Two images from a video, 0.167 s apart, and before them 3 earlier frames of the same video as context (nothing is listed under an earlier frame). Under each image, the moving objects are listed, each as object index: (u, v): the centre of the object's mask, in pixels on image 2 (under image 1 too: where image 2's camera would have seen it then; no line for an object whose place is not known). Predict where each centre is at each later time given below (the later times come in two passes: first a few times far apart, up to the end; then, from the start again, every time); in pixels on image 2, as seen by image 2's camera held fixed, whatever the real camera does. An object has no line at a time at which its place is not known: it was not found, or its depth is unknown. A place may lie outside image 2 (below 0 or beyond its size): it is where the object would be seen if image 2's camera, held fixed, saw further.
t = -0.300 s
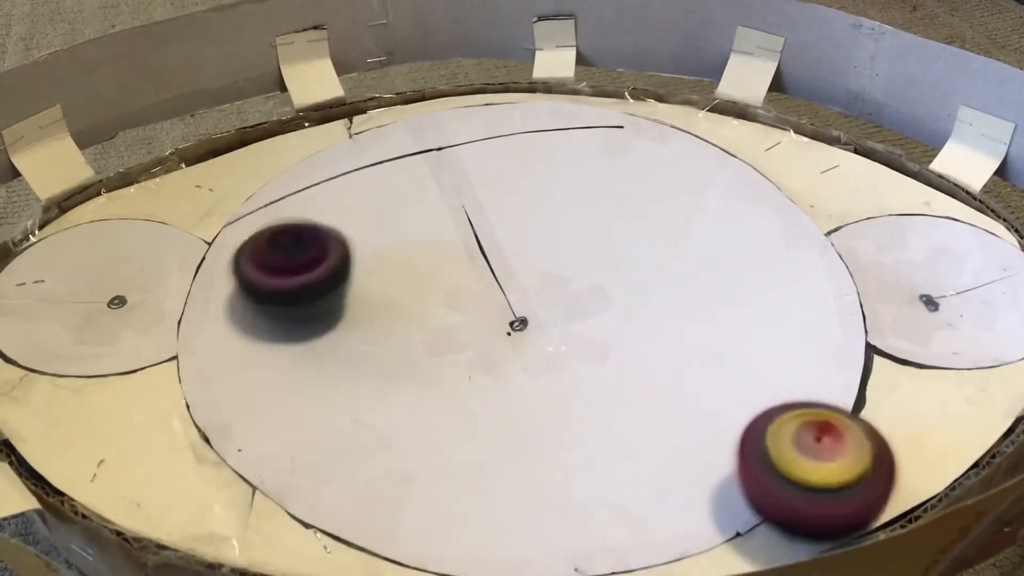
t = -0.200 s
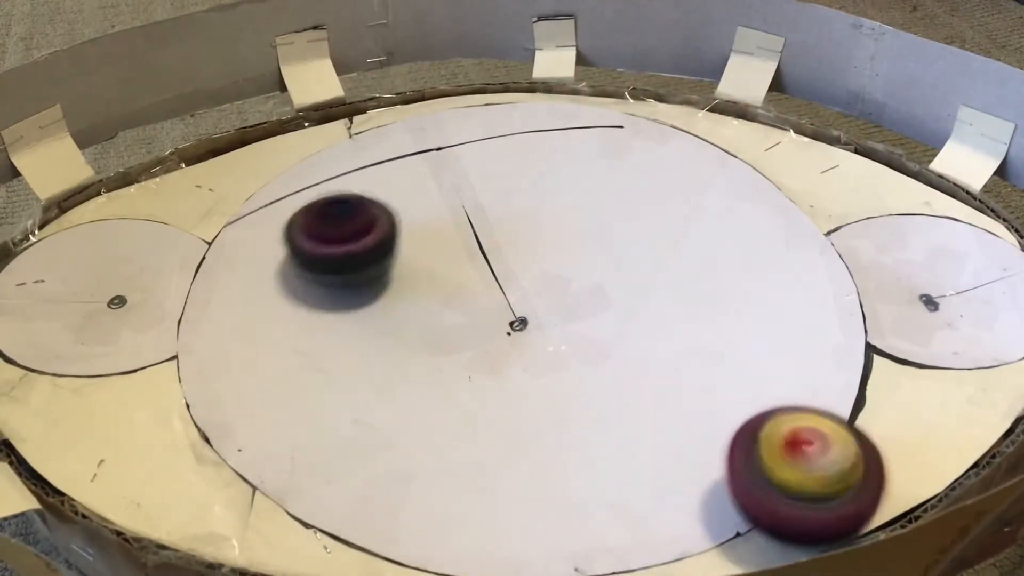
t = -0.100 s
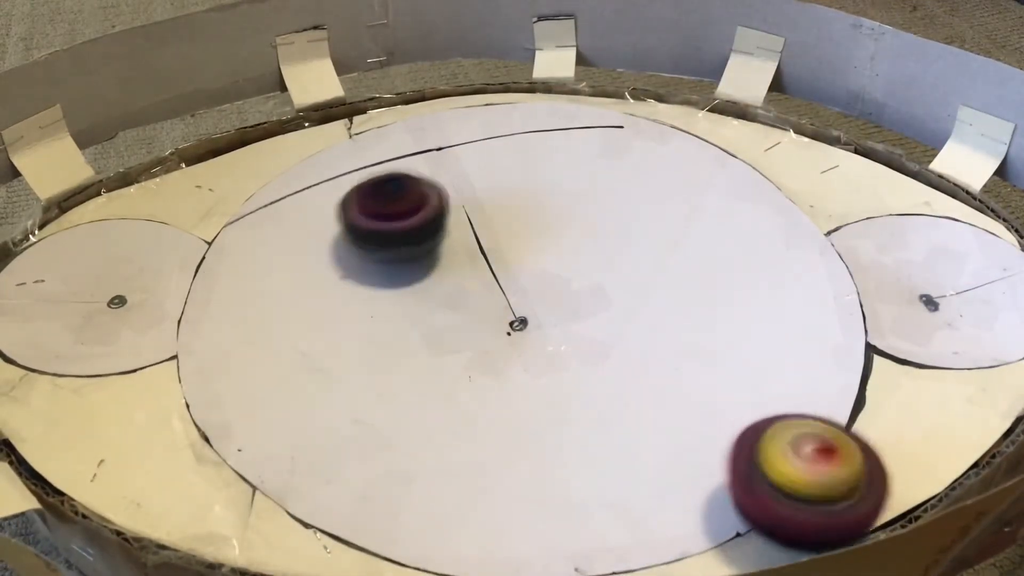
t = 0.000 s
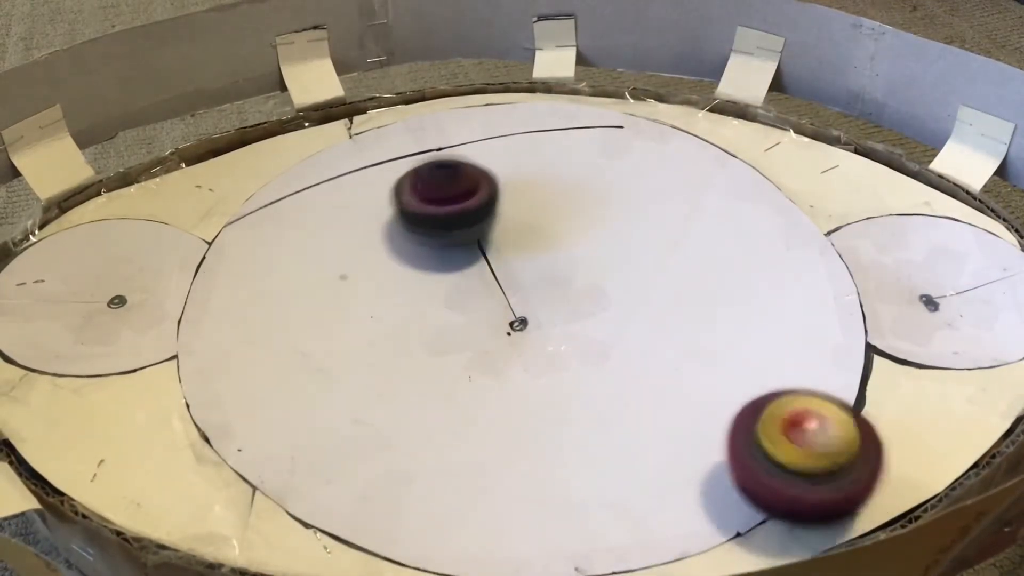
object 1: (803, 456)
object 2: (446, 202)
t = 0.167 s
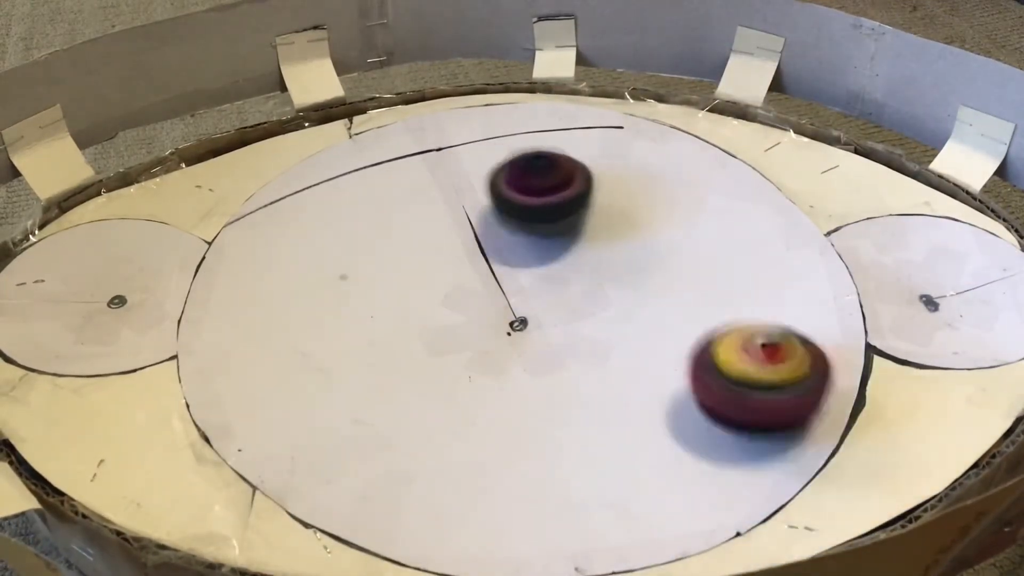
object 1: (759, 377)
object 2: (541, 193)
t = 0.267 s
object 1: (693, 321)
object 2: (590, 204)
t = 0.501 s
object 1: (559, 435)
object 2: (667, 81)
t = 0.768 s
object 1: (438, 520)
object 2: (750, 99)
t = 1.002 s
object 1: (394, 507)
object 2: (758, 100)
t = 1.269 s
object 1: (469, 377)
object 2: (783, 109)
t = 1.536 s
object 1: (534, 238)
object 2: (835, 137)
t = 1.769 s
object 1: (498, 131)
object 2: (893, 175)
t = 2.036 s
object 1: (447, 142)
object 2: (969, 253)
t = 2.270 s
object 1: (453, 262)
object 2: (947, 314)
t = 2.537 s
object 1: (596, 395)
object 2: (925, 313)
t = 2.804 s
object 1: (735, 466)
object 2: (932, 270)
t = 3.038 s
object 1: (732, 415)
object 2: (962, 239)
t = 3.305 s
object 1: (631, 315)
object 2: (937, 260)
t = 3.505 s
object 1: (466, 223)
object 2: (901, 236)
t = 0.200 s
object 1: (740, 356)
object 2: (558, 197)
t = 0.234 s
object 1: (718, 338)
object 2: (574, 200)
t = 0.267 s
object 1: (693, 321)
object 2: (590, 204)
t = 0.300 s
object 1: (667, 304)
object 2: (605, 209)
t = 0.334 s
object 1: (644, 295)
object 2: (619, 208)
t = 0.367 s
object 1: (624, 335)
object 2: (626, 168)
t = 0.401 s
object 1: (604, 367)
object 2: (632, 134)
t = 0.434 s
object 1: (587, 393)
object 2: (642, 110)
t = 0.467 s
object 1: (573, 414)
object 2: (652, 92)
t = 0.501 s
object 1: (559, 435)
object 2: (667, 81)
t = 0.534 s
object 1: (544, 454)
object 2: (680, 80)
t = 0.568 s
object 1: (527, 476)
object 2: (695, 76)
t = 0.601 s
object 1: (505, 498)
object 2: (709, 81)
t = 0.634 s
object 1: (482, 516)
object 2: (722, 89)
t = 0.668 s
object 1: (457, 527)
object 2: (733, 91)
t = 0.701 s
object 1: (445, 528)
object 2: (742, 97)
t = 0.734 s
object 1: (444, 525)
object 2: (747, 98)
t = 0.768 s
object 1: (438, 520)
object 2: (750, 99)
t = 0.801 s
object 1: (431, 518)
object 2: (751, 100)
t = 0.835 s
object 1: (424, 519)
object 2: (753, 100)
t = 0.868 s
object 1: (413, 517)
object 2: (754, 100)
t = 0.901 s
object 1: (404, 517)
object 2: (754, 100)
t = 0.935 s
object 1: (397, 513)
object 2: (755, 100)
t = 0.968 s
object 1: (393, 512)
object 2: (757, 100)
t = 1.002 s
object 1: (394, 507)
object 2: (758, 100)
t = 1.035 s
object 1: (397, 502)
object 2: (760, 101)
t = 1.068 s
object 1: (404, 489)
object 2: (763, 101)
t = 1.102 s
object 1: (413, 471)
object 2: (765, 102)
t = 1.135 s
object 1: (424, 451)
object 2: (772, 103)
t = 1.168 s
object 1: (435, 432)
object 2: (778, 107)
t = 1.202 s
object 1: (446, 412)
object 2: (783, 110)
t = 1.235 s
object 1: (458, 394)
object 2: (782, 109)
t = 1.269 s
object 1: (469, 377)
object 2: (783, 109)
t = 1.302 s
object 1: (481, 361)
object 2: (785, 111)
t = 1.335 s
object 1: (494, 347)
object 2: (792, 114)
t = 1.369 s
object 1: (507, 332)
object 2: (798, 117)
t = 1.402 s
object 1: (520, 317)
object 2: (805, 120)
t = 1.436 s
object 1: (530, 303)
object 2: (815, 124)
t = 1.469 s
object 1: (535, 281)
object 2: (824, 129)
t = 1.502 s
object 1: (535, 260)
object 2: (832, 135)
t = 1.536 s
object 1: (534, 238)
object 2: (835, 137)
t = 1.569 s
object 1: (533, 217)
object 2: (840, 140)
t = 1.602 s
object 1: (531, 201)
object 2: (848, 145)
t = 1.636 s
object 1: (526, 184)
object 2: (856, 151)
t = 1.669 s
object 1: (520, 170)
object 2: (864, 155)
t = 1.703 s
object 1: (513, 156)
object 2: (873, 161)
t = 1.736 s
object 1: (506, 142)
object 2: (883, 168)
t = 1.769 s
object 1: (498, 131)
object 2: (893, 175)
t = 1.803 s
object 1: (489, 121)
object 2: (899, 181)
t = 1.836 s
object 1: (479, 114)
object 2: (908, 185)
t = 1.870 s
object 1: (473, 111)
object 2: (922, 193)
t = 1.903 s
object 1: (468, 112)
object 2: (933, 203)
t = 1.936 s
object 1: (462, 114)
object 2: (944, 214)
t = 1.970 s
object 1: (456, 120)
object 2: (955, 225)
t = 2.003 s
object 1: (452, 129)
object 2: (963, 237)
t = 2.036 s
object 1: (447, 142)
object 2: (969, 253)
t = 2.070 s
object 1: (442, 158)
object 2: (973, 267)
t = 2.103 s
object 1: (441, 174)
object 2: (974, 282)
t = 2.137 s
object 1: (440, 191)
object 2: (972, 289)
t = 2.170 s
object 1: (439, 205)
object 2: (967, 301)
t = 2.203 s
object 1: (441, 224)
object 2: (963, 300)
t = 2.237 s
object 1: (445, 242)
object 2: (956, 307)
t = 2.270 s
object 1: (453, 262)
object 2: (947, 314)
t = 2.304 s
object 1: (461, 280)
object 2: (937, 317)
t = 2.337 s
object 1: (471, 303)
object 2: (933, 318)
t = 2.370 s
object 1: (483, 329)
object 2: (931, 318)
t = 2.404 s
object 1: (507, 352)
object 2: (928, 318)
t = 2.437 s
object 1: (533, 366)
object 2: (927, 317)
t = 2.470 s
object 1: (560, 380)
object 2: (926, 316)
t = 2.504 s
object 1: (580, 389)
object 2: (926, 315)
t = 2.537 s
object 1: (596, 395)
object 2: (925, 313)
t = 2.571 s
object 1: (614, 405)
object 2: (925, 308)
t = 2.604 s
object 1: (634, 416)
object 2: (925, 309)
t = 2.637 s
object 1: (651, 426)
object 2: (926, 301)
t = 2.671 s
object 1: (668, 438)
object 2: (928, 296)
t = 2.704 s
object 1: (687, 448)
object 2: (930, 289)
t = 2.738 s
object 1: (704, 457)
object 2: (932, 280)
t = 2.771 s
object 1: (721, 462)
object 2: (932, 278)
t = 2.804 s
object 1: (735, 466)
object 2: (932, 270)
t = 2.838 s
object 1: (746, 467)
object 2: (934, 264)
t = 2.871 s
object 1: (752, 463)
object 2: (936, 260)
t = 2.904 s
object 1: (755, 457)
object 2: (938, 252)
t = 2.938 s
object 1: (753, 448)
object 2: (944, 246)
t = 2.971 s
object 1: (750, 440)
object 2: (949, 243)
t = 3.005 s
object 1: (744, 429)
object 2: (956, 241)
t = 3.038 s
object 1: (732, 415)
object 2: (962, 239)
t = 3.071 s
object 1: (720, 402)
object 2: (963, 244)
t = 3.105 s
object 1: (706, 390)
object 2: (964, 248)
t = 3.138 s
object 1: (692, 378)
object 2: (964, 252)
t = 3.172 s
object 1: (679, 366)
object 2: (960, 255)
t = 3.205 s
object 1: (667, 353)
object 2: (954, 257)
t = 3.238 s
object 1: (656, 342)
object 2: (948, 261)
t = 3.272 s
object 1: (646, 330)
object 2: (944, 260)
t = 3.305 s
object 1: (631, 315)
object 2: (937, 260)
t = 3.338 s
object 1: (613, 299)
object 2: (929, 256)
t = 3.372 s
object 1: (590, 280)
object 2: (920, 254)
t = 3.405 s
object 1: (559, 263)
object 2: (912, 251)
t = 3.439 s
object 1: (528, 248)
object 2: (904, 247)
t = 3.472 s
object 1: (494, 234)
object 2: (901, 241)
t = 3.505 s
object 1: (466, 223)
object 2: (901, 236)
